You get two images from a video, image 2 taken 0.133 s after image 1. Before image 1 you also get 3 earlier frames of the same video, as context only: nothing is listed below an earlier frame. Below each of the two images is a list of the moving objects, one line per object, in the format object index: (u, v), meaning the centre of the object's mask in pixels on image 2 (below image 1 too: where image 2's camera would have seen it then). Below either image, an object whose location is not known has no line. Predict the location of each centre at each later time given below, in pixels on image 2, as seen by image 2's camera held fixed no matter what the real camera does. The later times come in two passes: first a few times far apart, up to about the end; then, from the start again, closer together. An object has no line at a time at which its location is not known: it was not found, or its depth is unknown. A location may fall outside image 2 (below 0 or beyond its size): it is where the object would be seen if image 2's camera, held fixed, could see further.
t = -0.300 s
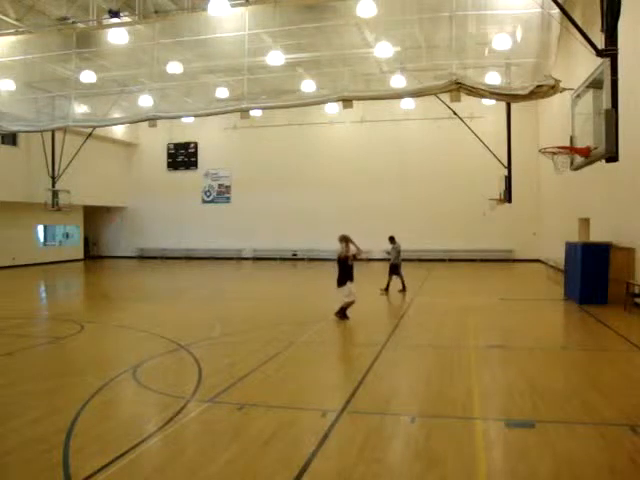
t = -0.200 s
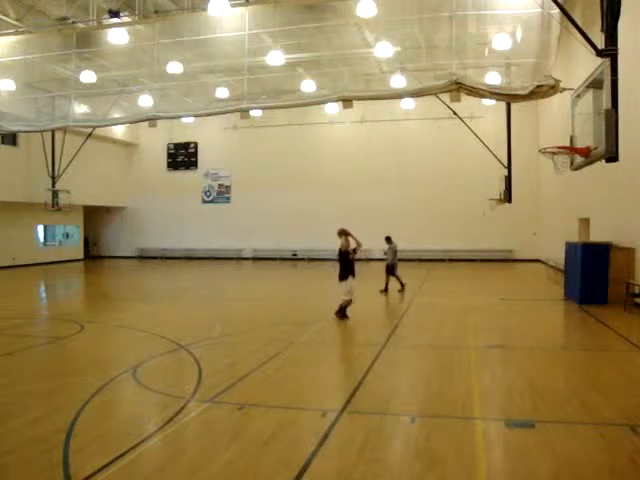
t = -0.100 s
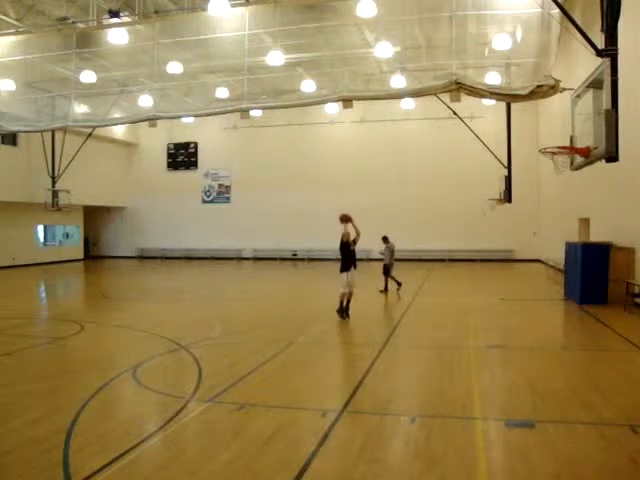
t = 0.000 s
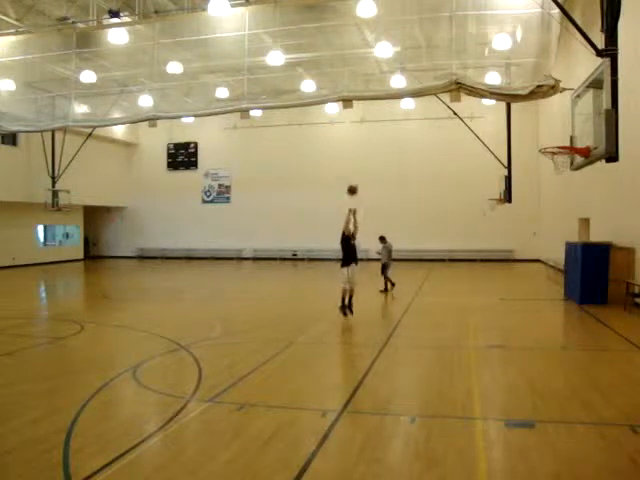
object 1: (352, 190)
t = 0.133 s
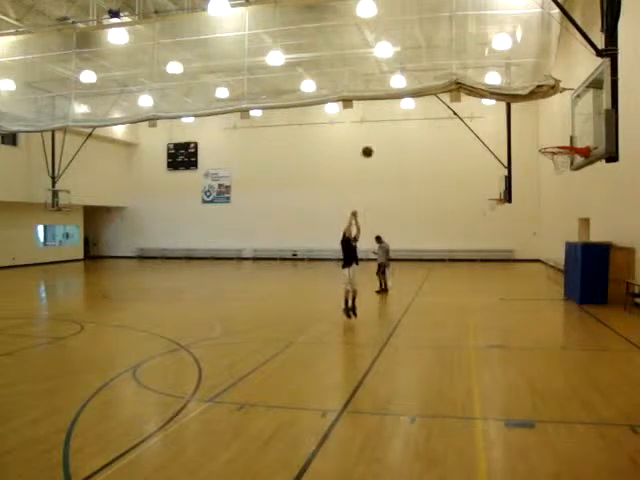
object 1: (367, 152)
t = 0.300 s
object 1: (387, 112)
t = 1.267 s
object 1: (561, 158)
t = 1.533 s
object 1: (570, 200)
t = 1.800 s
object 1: (577, 295)
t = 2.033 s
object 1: (577, 356)
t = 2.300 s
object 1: (575, 279)
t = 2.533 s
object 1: (575, 262)
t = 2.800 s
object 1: (573, 281)
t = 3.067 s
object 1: (571, 358)
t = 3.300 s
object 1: (570, 316)
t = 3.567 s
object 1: (569, 304)
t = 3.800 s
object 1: (568, 332)
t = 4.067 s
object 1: (567, 329)
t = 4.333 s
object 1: (567, 324)
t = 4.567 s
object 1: (565, 346)
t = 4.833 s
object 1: (564, 330)
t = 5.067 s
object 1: (563, 344)
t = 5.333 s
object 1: (562, 335)
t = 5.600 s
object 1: (561, 335)
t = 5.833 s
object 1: (560, 338)
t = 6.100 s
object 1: (559, 337)
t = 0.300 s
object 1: (387, 112)
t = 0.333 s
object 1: (391, 105)
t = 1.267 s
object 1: (561, 158)
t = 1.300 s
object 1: (565, 165)
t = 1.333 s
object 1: (567, 168)
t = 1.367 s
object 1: (567, 172)
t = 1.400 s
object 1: (568, 176)
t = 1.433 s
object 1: (568, 180)
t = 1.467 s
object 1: (569, 186)
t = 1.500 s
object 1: (570, 192)
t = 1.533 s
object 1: (570, 200)
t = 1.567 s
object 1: (571, 208)
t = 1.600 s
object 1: (571, 218)
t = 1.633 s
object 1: (572, 228)
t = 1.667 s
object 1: (573, 238)
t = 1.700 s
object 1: (573, 248)
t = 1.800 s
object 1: (577, 295)
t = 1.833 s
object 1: (574, 306)
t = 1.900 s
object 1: (576, 340)
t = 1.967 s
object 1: (577, 376)
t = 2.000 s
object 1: (577, 370)
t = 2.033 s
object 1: (577, 356)
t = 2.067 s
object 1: (577, 344)
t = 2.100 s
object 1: (577, 333)
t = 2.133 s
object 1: (577, 322)
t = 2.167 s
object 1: (576, 312)
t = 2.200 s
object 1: (576, 303)
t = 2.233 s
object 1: (576, 294)
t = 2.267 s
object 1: (582, 293)
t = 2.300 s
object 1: (575, 279)
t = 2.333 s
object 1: (575, 278)
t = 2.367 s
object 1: (575, 270)
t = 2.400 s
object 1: (575, 268)
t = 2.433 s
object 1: (575, 264)
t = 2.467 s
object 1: (575, 263)
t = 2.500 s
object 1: (575, 263)
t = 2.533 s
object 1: (575, 262)
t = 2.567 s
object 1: (575, 261)
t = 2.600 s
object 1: (575, 261)
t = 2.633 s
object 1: (575, 261)
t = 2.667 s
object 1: (575, 261)
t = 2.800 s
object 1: (573, 281)
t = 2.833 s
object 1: (571, 294)
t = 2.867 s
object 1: (571, 301)
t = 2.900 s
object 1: (572, 309)
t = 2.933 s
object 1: (572, 316)
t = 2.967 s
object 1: (572, 326)
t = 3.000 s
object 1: (571, 336)
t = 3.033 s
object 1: (571, 347)
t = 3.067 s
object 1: (571, 358)
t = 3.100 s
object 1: (570, 358)
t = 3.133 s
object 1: (570, 349)
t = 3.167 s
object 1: (570, 341)
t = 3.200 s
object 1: (570, 333)
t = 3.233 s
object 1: (570, 328)
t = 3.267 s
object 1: (570, 322)
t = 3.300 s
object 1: (570, 316)
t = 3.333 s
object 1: (571, 311)
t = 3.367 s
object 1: (569, 309)
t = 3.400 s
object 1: (569, 306)
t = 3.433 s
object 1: (568, 305)
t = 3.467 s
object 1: (569, 304)
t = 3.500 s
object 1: (569, 304)
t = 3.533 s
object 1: (569, 304)
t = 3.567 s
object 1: (569, 304)
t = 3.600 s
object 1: (568, 306)
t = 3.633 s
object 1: (569, 309)
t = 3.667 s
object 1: (569, 311)
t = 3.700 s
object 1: (569, 316)
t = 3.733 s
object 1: (569, 321)
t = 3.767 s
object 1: (568, 327)
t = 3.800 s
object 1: (568, 332)
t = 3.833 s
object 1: (567, 339)
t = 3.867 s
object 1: (568, 347)
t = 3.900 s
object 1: (568, 355)
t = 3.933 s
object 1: (567, 349)
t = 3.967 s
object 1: (567, 344)
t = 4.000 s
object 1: (567, 338)
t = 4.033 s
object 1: (567, 333)
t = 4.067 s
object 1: (567, 329)
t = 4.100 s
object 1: (567, 326)
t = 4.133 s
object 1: (567, 324)
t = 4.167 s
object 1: (567, 322)
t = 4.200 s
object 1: (567, 322)
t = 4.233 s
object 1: (567, 322)
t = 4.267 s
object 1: (567, 322)
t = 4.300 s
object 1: (566, 322)
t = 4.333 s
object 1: (567, 324)
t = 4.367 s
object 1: (566, 326)
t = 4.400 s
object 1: (566, 329)
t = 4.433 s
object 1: (566, 333)
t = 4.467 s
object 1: (566, 338)
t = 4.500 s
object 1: (566, 343)
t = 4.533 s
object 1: (565, 350)
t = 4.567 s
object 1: (565, 346)
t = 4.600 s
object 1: (565, 342)
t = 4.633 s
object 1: (565, 338)
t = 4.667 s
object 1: (565, 335)
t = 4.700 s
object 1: (565, 332)
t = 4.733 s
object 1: (565, 331)
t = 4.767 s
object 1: (564, 329)
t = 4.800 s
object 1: (564, 329)
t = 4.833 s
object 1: (564, 330)
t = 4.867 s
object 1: (564, 330)
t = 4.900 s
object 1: (564, 332)
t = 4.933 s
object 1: (563, 334)
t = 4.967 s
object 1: (563, 337)
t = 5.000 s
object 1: (563, 341)
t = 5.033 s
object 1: (563, 345)
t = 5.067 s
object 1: (563, 344)
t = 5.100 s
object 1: (563, 340)
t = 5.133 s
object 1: (563, 338)
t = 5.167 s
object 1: (562, 336)
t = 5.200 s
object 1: (562, 334)
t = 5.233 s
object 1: (562, 334)
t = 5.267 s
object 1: (562, 334)
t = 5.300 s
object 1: (562, 334)
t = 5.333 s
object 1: (562, 335)
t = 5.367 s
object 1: (562, 337)
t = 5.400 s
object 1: (562, 340)
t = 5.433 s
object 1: (562, 343)
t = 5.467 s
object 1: (562, 342)
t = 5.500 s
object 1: (561, 339)
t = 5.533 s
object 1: (561, 337)
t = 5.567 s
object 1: (561, 336)
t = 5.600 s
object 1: (561, 335)
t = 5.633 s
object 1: (561, 335)
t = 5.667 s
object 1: (561, 336)
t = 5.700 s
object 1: (560, 338)
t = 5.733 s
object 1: (560, 340)
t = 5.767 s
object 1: (560, 342)
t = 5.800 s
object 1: (560, 339)
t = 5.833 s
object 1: (560, 338)
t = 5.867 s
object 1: (560, 337)
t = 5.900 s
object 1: (560, 336)
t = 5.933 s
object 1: (560, 337)
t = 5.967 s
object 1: (560, 338)
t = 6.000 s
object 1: (560, 340)
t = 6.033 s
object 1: (560, 340)
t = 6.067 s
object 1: (559, 337)
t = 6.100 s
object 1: (559, 337)
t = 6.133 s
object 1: (559, 337)
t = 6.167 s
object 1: (559, 337)
